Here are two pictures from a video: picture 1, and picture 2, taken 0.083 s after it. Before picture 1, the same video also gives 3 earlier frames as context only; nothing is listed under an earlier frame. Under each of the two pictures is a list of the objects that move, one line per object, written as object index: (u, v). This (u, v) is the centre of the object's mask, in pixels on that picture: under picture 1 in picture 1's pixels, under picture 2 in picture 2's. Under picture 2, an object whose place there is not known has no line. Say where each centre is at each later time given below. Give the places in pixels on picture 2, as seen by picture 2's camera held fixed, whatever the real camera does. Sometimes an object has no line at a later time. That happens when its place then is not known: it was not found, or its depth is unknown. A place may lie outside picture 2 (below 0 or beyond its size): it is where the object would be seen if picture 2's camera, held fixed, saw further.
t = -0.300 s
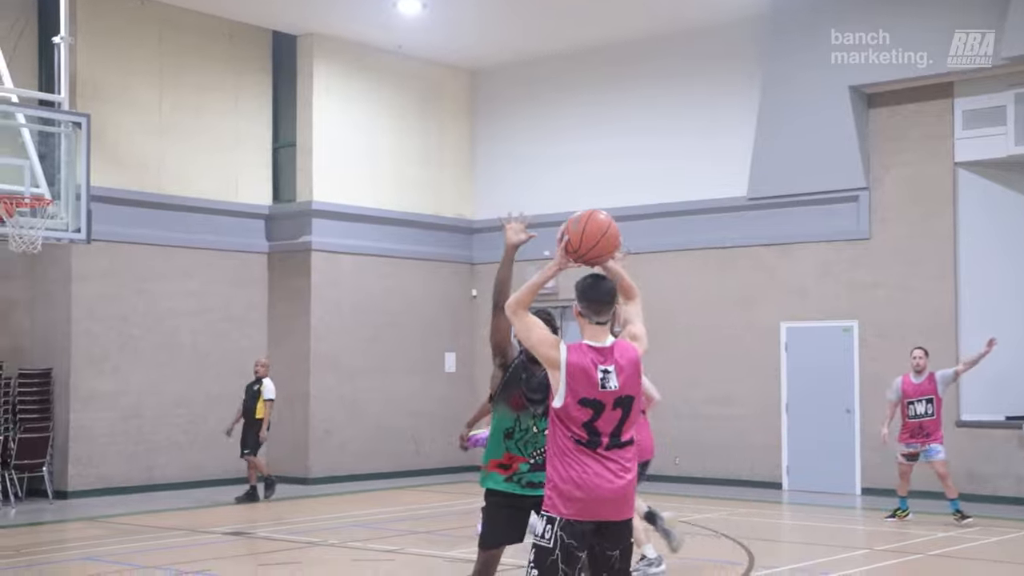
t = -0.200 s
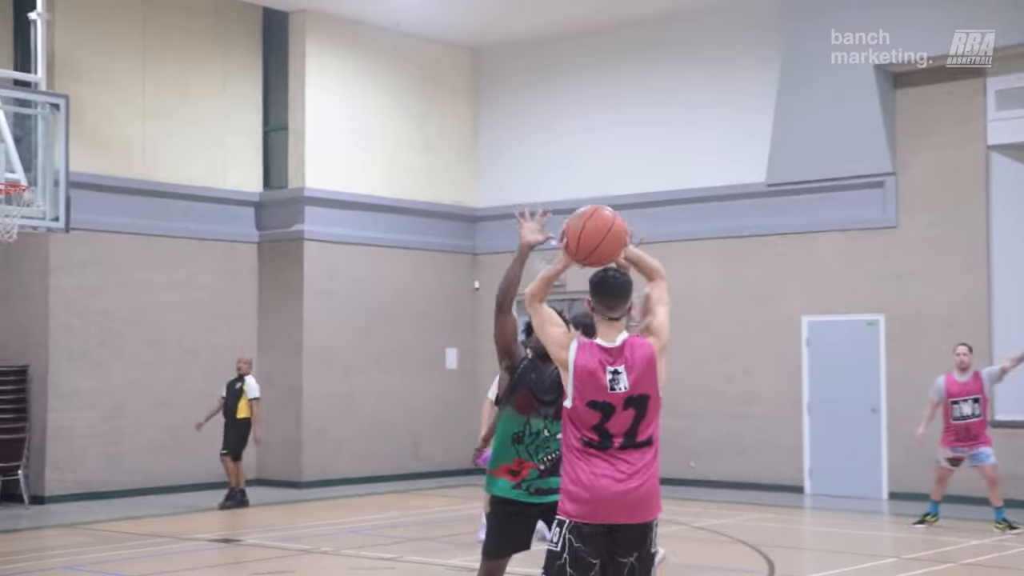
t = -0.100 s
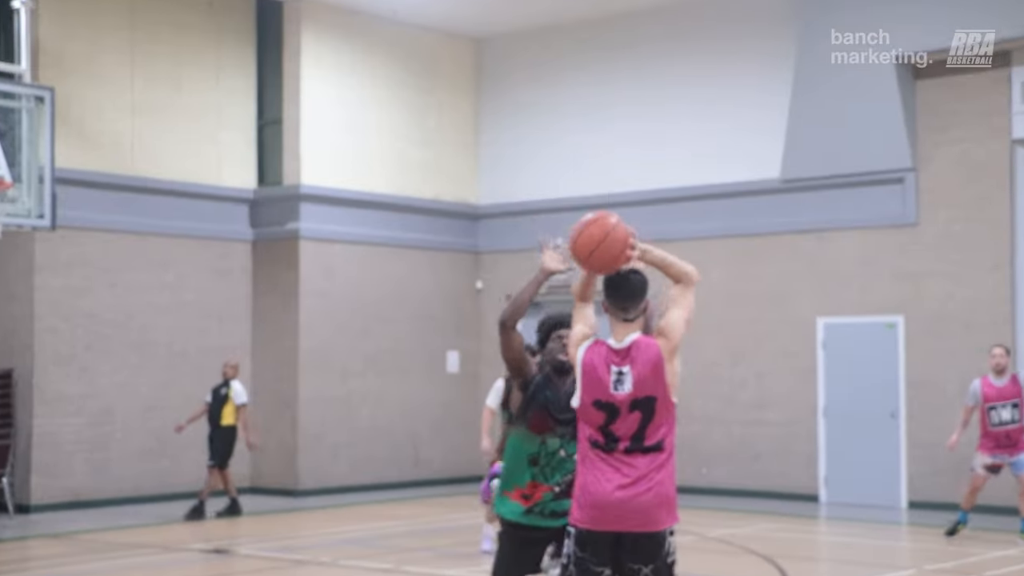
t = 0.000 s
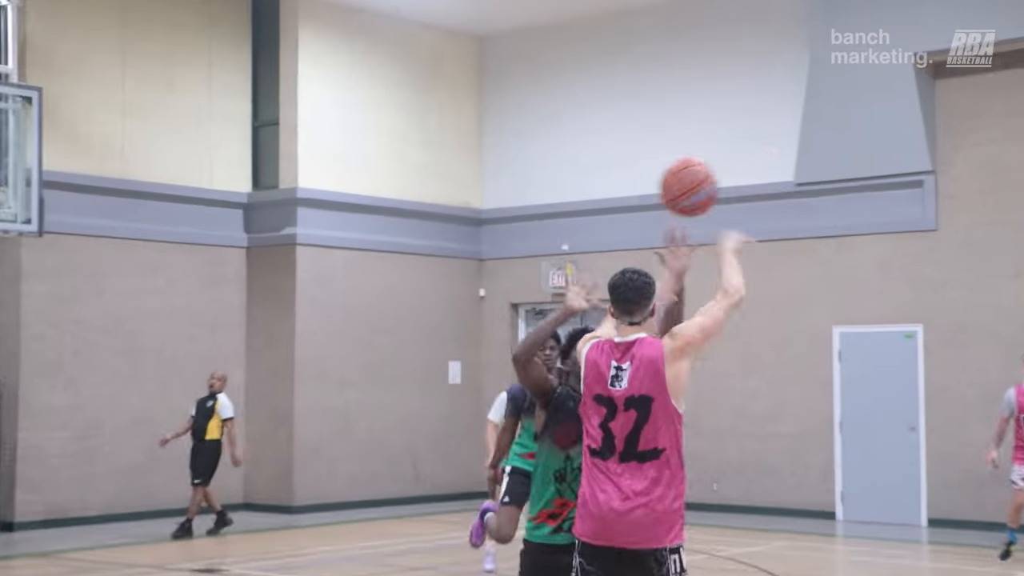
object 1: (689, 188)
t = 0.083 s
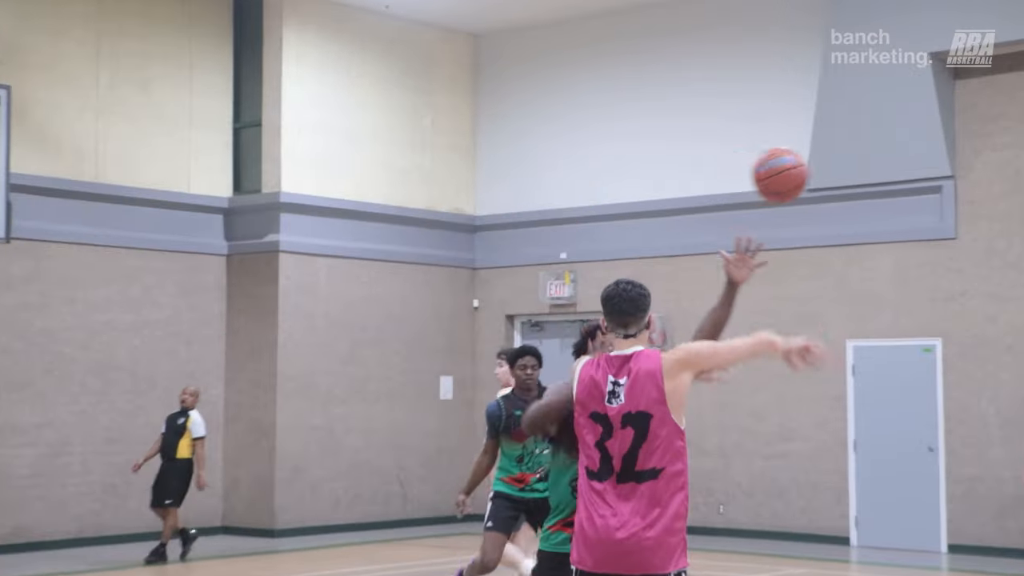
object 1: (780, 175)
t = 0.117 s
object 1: (808, 176)
